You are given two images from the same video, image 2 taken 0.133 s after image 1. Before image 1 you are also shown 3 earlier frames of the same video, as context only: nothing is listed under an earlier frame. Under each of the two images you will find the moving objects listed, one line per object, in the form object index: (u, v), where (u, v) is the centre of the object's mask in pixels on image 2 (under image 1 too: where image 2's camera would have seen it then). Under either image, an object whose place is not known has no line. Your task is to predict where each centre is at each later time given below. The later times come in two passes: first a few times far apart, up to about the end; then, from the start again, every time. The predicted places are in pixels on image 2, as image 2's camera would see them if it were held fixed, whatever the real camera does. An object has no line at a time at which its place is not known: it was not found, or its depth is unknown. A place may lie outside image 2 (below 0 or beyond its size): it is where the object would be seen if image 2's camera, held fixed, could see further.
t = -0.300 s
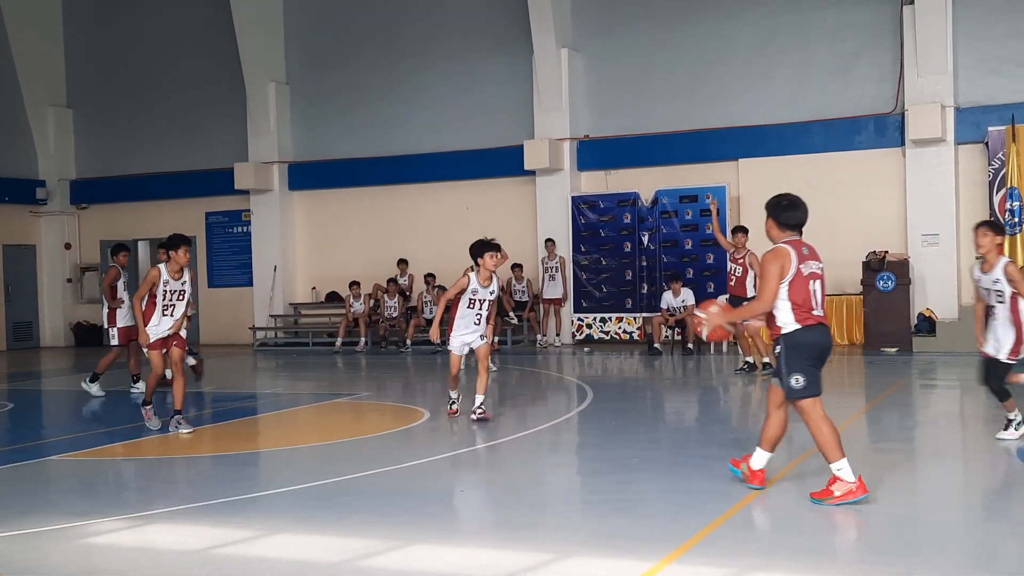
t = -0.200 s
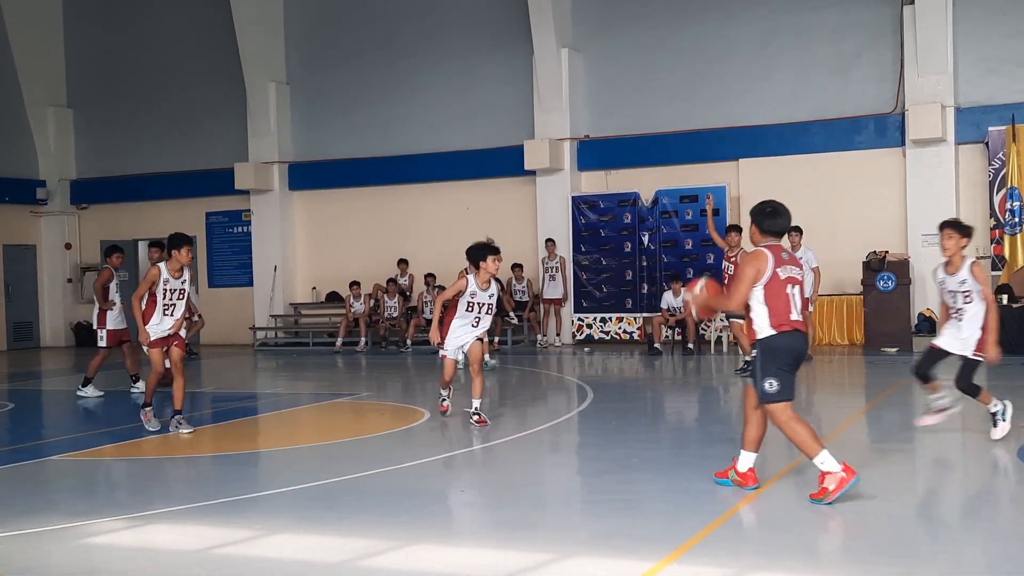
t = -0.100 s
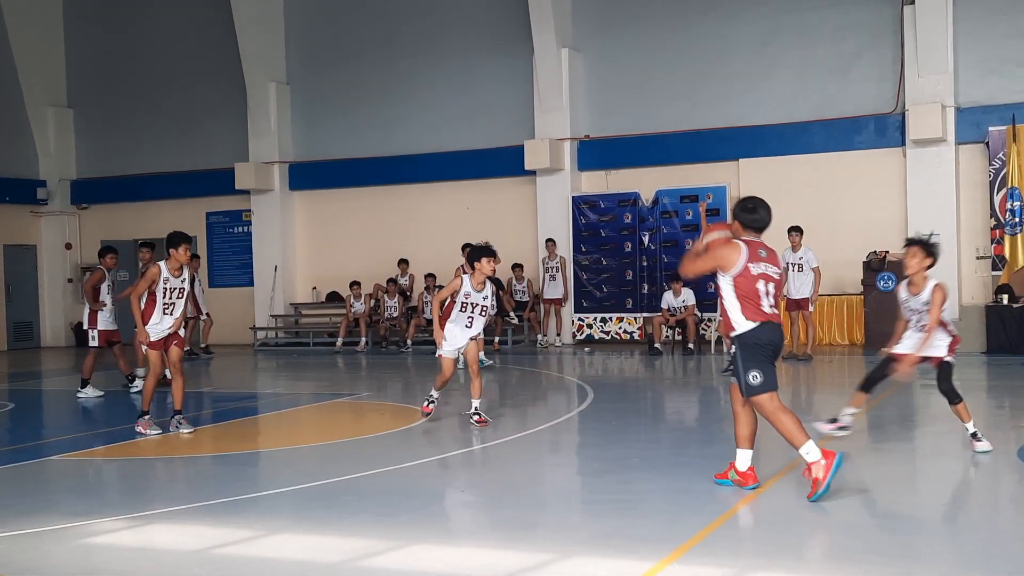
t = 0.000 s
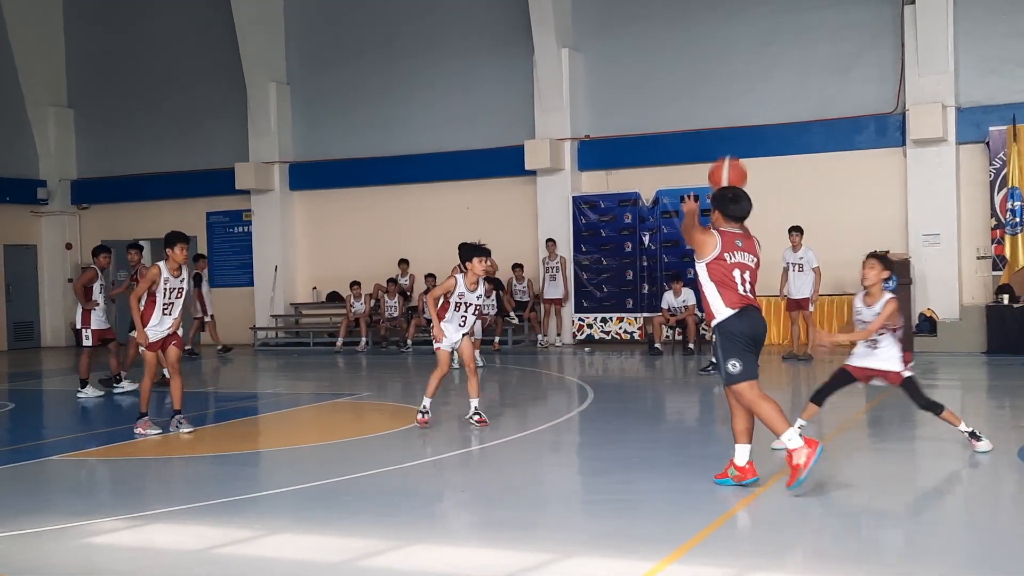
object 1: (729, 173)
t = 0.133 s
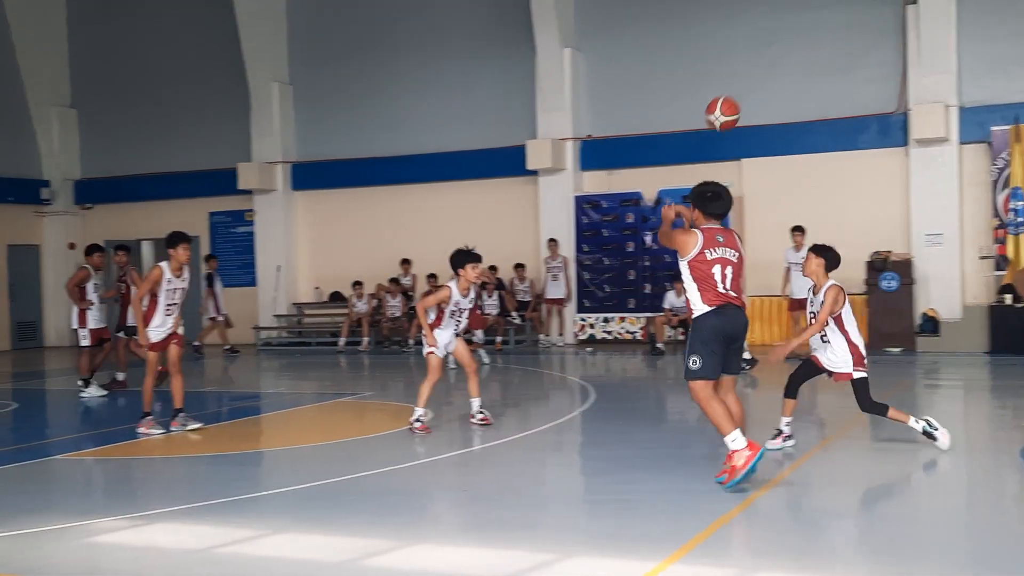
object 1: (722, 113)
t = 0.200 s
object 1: (719, 95)
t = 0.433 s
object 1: (714, 83)
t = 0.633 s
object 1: (713, 118)
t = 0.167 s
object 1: (721, 103)
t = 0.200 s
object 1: (719, 95)
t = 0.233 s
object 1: (718, 89)
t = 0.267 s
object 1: (717, 85)
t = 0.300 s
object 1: (717, 82)
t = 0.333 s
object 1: (716, 80)
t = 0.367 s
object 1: (715, 80)
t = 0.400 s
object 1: (715, 81)
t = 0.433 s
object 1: (714, 83)
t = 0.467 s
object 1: (714, 86)
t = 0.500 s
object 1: (713, 91)
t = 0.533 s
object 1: (713, 97)
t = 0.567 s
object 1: (713, 103)
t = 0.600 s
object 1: (713, 110)
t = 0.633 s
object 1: (713, 118)
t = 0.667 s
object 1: (713, 126)
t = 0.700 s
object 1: (714, 136)
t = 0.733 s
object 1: (714, 146)
